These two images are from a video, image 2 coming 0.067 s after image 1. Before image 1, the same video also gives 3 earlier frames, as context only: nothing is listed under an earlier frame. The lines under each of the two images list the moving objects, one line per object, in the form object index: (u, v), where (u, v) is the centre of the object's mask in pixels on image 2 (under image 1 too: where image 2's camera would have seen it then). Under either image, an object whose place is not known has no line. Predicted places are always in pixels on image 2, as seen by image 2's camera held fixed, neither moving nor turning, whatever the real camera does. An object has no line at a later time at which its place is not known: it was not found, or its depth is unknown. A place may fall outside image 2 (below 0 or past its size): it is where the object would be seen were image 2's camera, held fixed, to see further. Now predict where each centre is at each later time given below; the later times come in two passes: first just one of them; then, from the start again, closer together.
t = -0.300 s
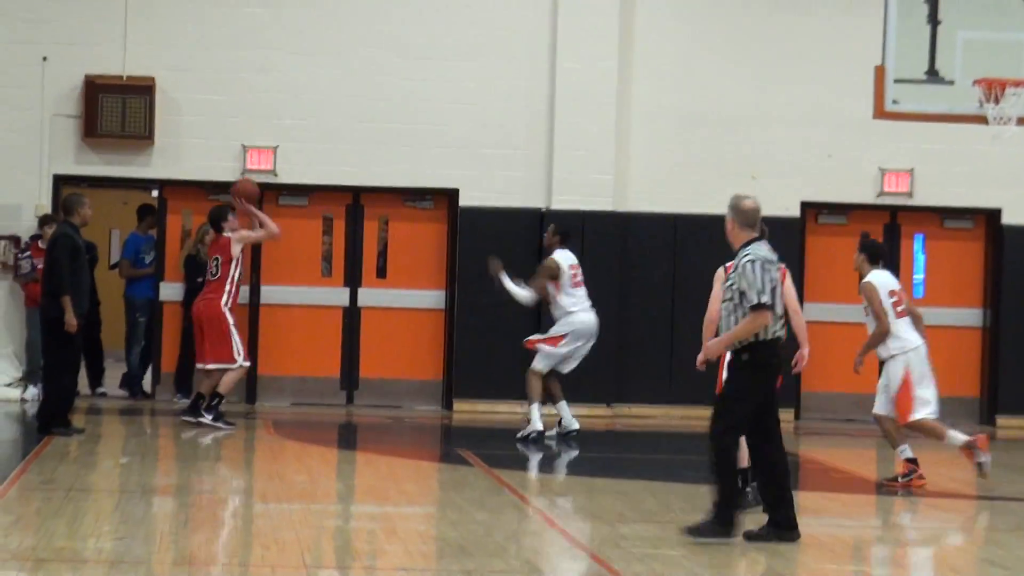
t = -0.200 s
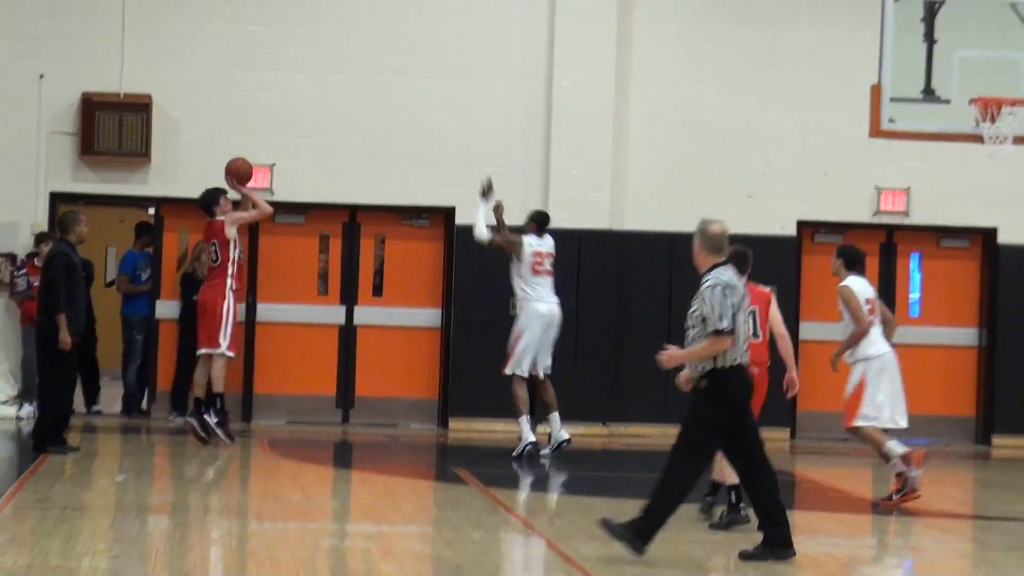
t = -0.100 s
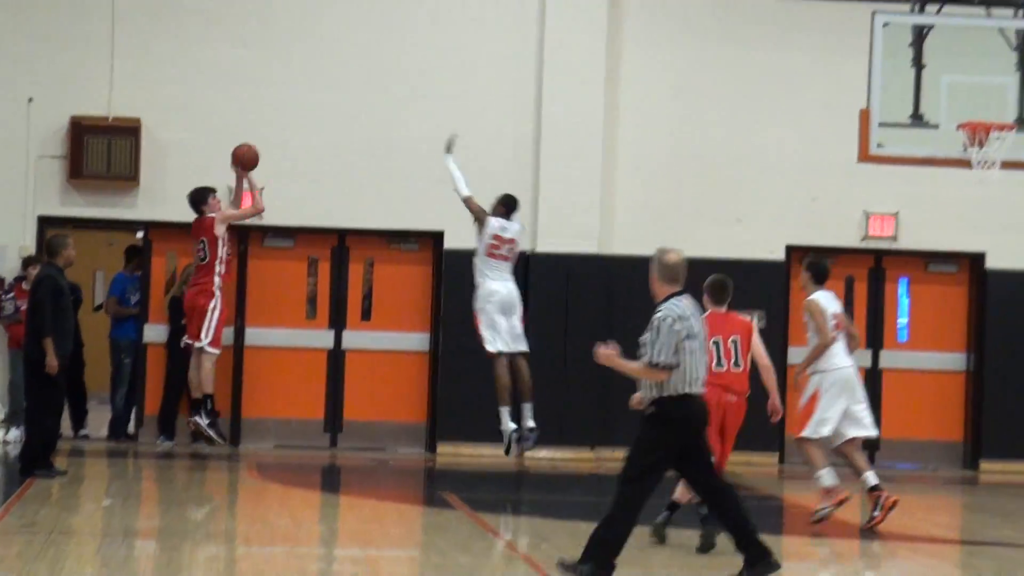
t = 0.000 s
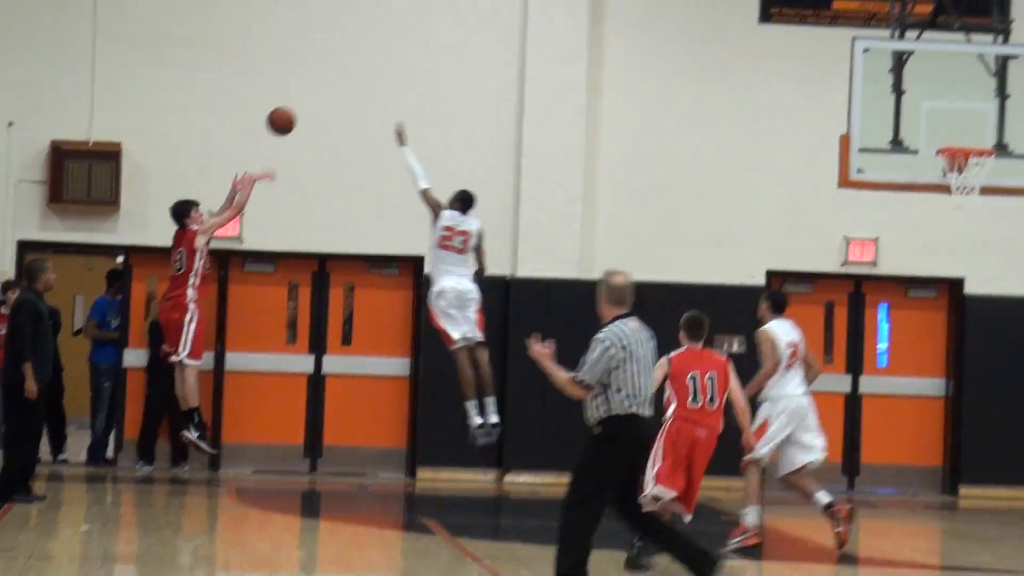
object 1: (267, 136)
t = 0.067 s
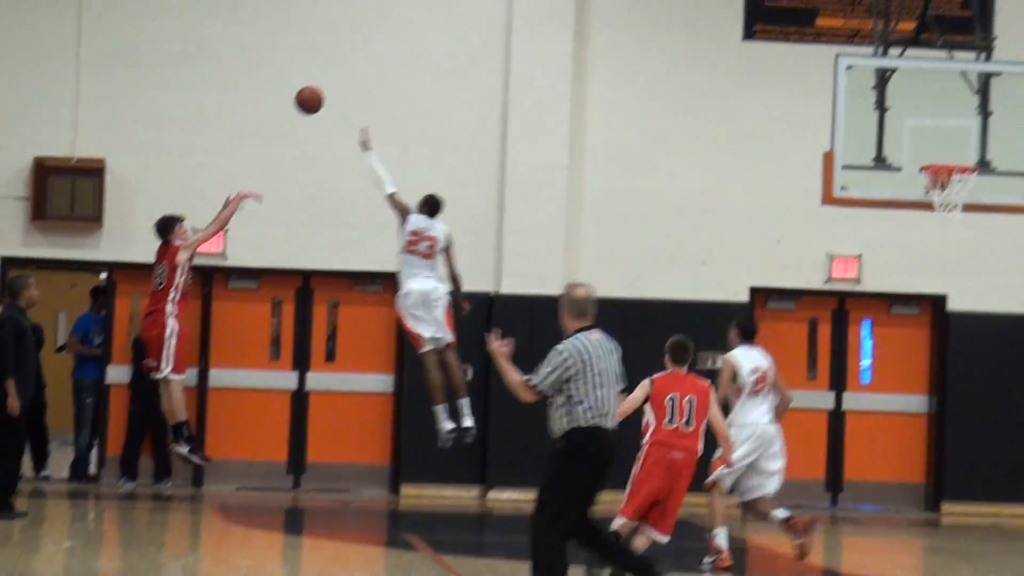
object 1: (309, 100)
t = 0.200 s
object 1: (391, 42)
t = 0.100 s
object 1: (330, 83)
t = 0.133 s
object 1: (351, 68)
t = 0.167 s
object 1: (371, 54)
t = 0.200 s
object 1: (391, 42)
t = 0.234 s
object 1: (412, 30)
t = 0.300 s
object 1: (454, 12)
